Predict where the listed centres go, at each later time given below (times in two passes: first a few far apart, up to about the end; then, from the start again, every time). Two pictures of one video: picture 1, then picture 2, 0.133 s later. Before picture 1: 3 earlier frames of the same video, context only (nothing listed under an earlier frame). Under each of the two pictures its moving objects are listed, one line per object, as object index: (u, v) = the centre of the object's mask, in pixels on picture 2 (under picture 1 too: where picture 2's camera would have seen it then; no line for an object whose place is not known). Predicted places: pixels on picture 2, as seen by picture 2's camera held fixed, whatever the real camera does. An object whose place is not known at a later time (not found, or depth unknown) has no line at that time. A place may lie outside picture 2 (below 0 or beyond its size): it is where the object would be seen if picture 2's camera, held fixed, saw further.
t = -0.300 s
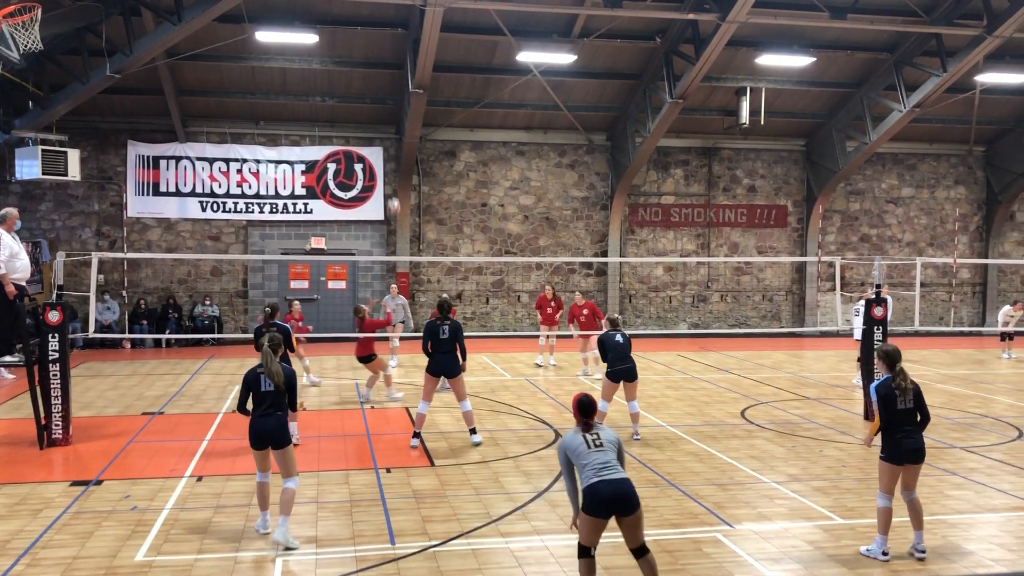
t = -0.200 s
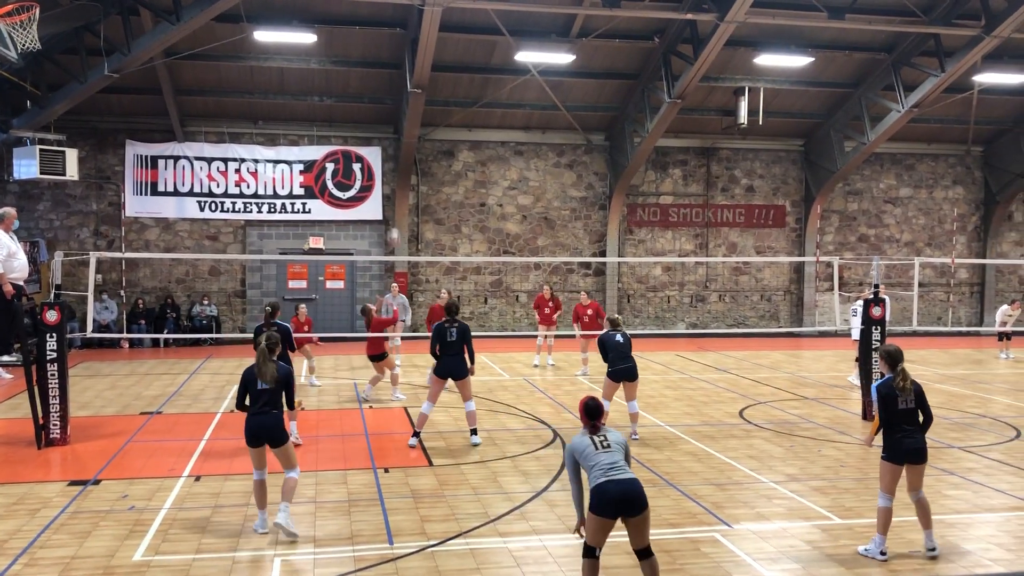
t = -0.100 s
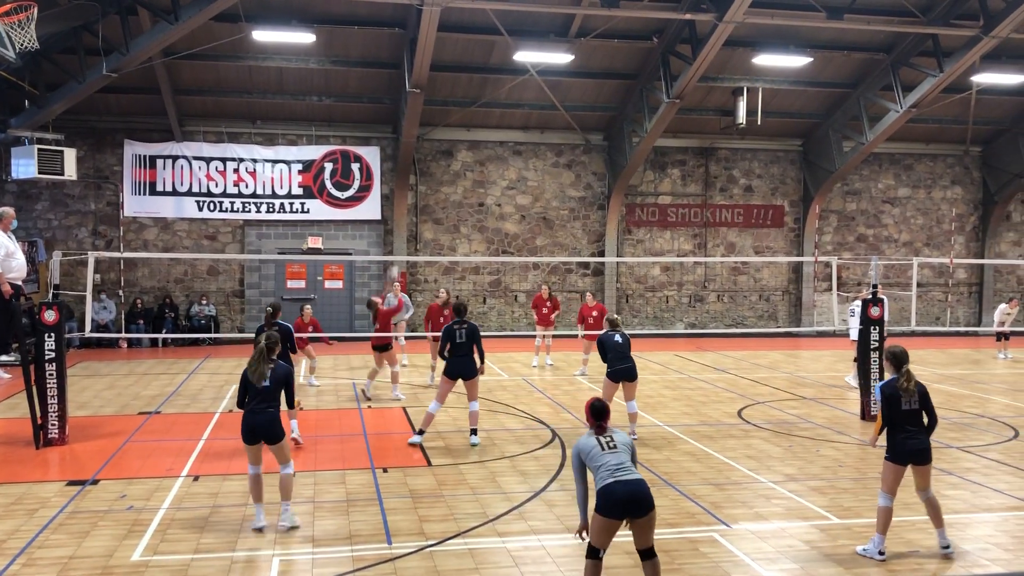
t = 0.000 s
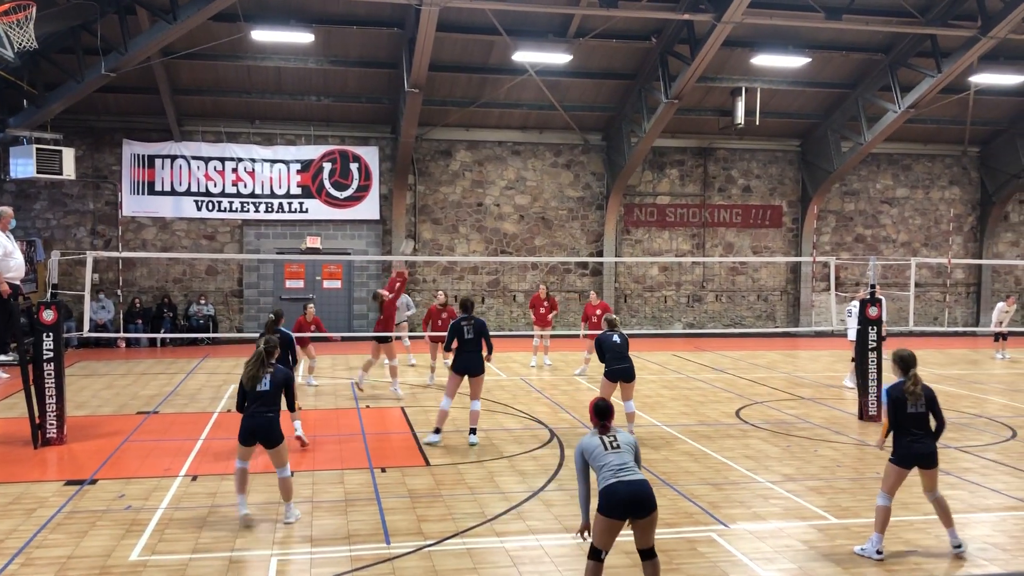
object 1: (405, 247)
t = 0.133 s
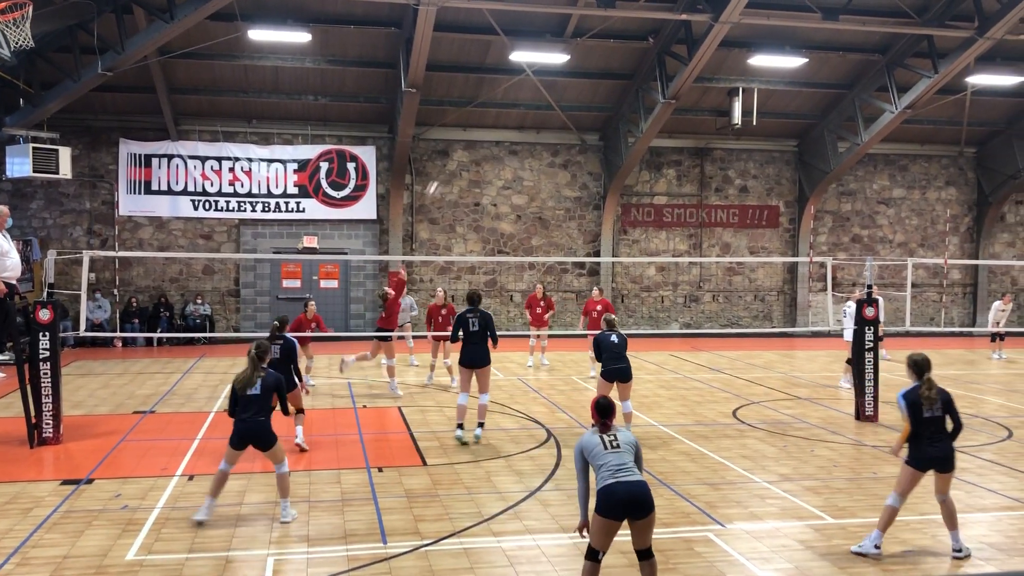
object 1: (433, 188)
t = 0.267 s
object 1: (460, 144)
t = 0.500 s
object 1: (506, 95)
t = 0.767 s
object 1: (557, 83)
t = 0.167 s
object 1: (440, 177)
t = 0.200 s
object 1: (448, 165)
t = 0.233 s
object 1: (453, 155)
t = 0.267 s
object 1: (460, 144)
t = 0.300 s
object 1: (467, 136)
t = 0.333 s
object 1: (474, 126)
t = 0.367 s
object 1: (481, 119)
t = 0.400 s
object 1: (487, 112)
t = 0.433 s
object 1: (494, 106)
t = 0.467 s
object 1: (500, 100)
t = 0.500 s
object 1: (506, 95)
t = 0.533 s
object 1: (513, 91)
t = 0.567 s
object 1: (519, 88)
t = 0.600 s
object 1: (525, 86)
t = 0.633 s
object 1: (532, 83)
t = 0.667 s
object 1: (538, 82)
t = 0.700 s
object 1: (544, 82)
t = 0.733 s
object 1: (551, 82)
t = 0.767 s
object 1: (557, 83)
